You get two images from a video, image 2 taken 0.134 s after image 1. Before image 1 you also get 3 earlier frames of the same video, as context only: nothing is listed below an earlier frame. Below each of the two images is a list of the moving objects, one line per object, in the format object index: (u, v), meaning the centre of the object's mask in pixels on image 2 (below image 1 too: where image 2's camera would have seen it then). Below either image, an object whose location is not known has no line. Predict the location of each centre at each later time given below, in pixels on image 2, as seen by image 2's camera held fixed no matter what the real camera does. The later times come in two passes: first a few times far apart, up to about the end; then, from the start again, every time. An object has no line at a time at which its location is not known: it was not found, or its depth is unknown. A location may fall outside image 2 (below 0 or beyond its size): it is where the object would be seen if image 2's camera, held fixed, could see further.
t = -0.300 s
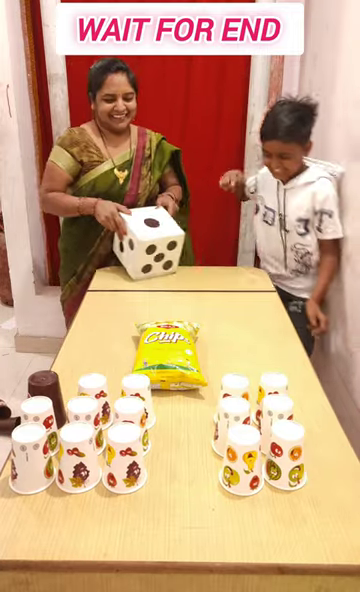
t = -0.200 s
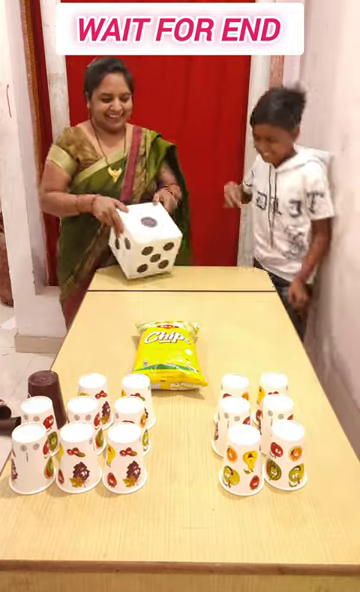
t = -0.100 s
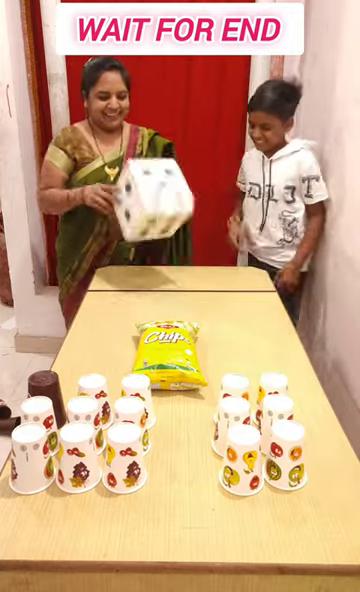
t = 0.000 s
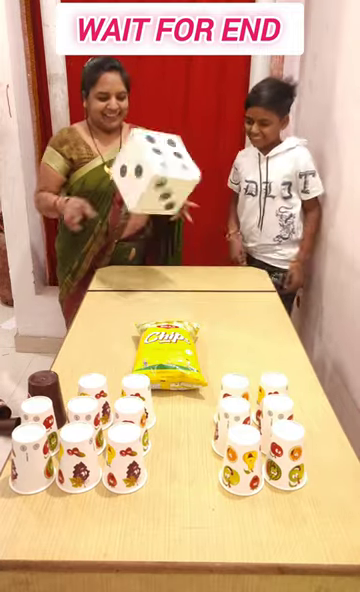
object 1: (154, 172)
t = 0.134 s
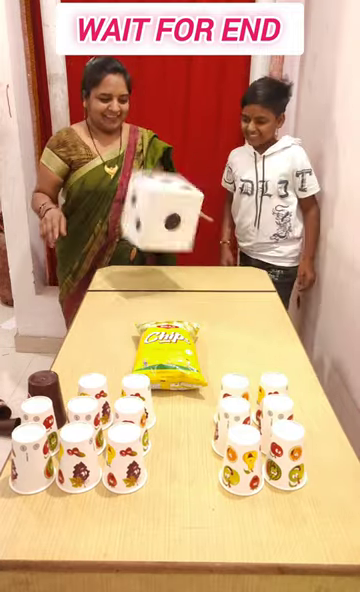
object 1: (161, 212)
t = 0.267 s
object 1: (144, 251)
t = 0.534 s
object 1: (119, 252)
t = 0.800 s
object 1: (116, 253)
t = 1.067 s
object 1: (116, 253)
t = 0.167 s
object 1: (162, 228)
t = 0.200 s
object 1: (160, 251)
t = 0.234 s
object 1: (155, 248)
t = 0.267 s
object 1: (144, 251)
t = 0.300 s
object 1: (139, 250)
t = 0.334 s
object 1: (135, 248)
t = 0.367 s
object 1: (127, 249)
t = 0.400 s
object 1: (124, 251)
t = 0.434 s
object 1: (123, 253)
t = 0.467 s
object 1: (121, 254)
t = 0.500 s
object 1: (120, 252)
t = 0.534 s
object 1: (119, 252)
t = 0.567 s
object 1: (118, 253)
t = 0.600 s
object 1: (117, 253)
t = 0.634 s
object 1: (116, 253)
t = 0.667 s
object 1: (116, 253)
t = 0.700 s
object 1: (116, 253)
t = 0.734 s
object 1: (116, 253)
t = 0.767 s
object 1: (116, 253)
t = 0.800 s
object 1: (116, 253)
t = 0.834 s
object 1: (116, 253)
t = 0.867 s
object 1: (116, 253)
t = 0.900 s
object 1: (116, 253)
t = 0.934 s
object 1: (116, 253)
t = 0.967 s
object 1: (116, 253)
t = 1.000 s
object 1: (116, 253)
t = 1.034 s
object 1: (116, 253)
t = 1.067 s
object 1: (116, 253)
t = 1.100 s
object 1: (116, 253)
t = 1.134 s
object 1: (116, 253)
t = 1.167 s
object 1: (116, 253)
